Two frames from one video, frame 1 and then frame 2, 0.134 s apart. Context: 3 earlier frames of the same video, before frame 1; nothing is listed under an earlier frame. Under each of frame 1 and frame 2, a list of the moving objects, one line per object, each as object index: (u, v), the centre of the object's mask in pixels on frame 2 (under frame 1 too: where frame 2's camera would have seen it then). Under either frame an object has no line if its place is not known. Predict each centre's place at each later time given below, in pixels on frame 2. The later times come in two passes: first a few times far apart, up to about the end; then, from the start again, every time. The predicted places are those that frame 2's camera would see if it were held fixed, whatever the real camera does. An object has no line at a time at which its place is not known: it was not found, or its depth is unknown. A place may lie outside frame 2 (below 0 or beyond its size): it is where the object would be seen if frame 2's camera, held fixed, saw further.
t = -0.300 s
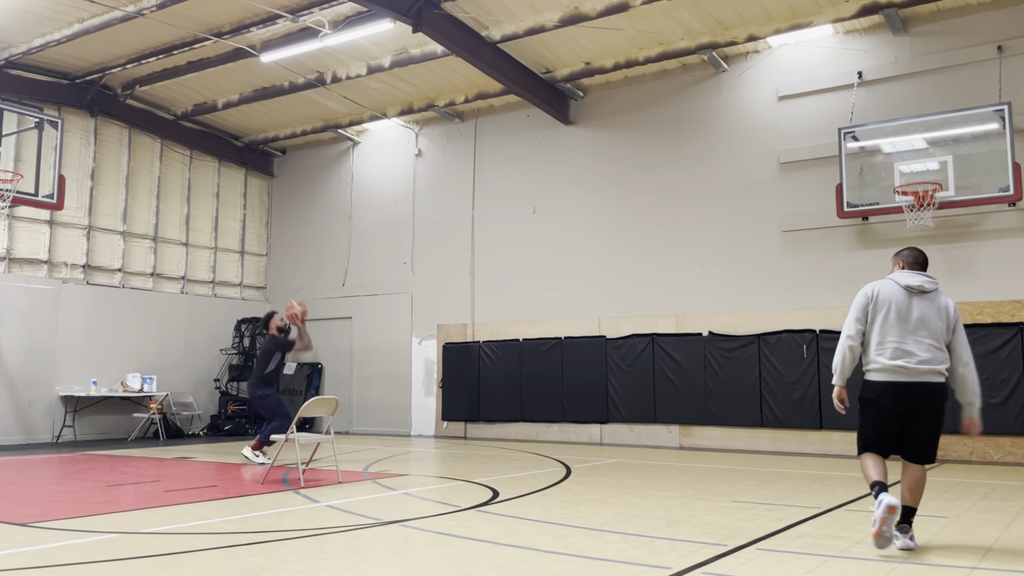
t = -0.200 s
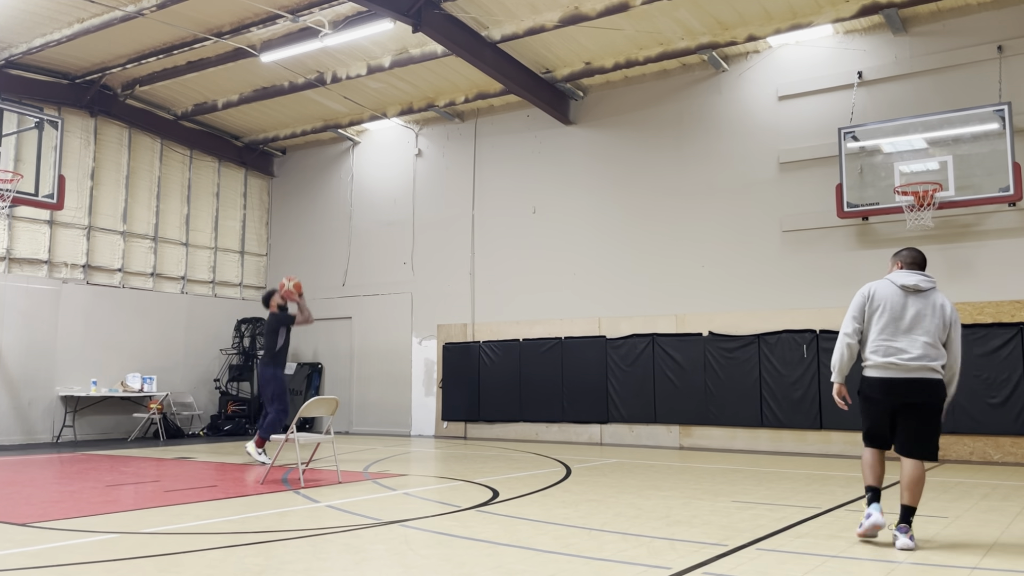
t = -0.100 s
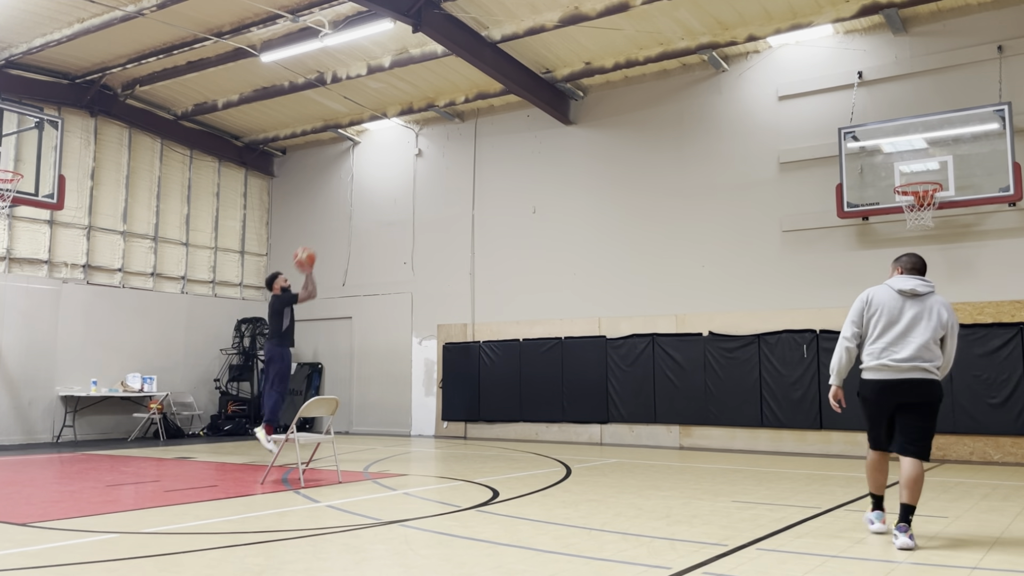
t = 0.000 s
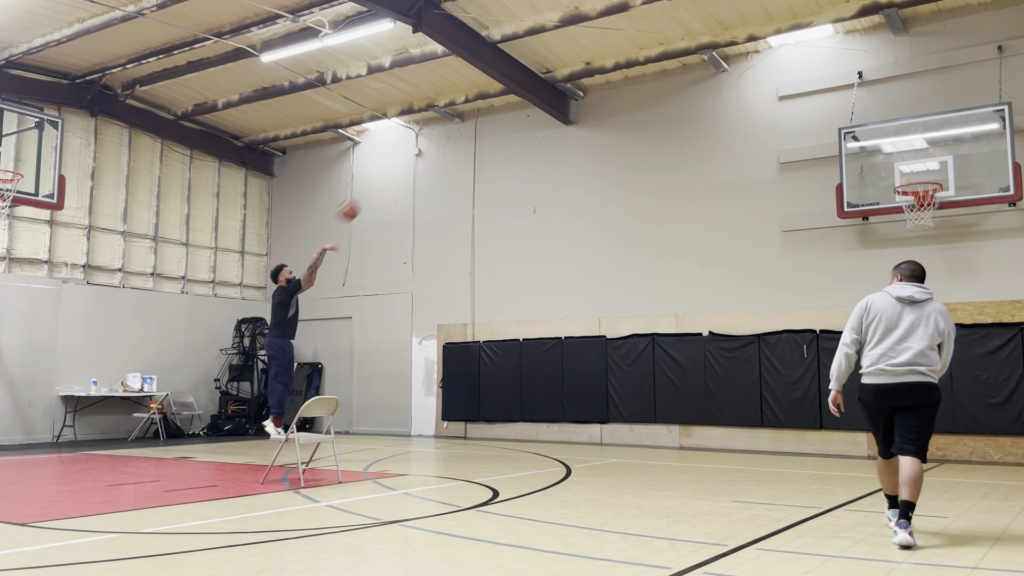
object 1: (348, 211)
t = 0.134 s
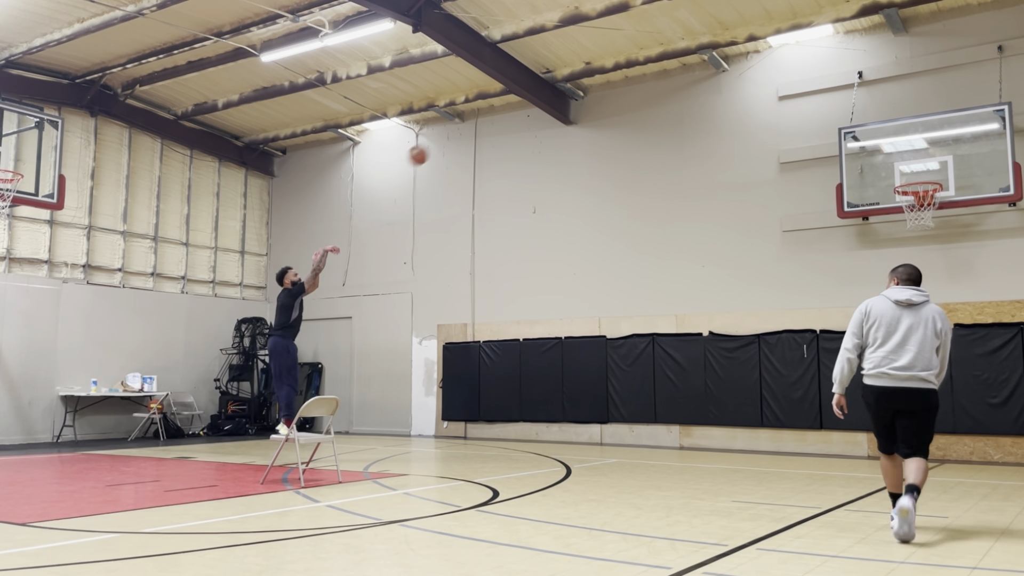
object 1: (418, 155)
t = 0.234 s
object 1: (468, 124)
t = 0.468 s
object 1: (584, 82)
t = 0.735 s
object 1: (716, 88)
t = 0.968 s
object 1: (831, 142)
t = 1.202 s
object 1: (830, 183)
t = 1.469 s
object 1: (697, 226)
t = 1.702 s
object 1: (584, 312)
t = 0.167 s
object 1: (435, 143)
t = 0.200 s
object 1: (452, 133)
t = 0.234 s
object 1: (468, 124)
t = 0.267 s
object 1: (485, 115)
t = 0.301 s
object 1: (502, 108)
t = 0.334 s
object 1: (519, 100)
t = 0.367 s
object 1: (535, 94)
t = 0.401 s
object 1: (551, 90)
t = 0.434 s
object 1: (567, 86)
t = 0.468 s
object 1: (584, 82)
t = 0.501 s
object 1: (600, 80)
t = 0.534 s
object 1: (618, 79)
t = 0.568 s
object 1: (633, 79)
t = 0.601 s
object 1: (650, 79)
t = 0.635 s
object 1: (667, 80)
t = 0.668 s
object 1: (683, 82)
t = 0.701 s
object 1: (700, 85)
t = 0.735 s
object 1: (716, 88)
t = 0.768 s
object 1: (732, 93)
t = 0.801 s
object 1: (749, 99)
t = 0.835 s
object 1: (765, 106)
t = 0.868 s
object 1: (782, 113)
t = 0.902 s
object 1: (799, 122)
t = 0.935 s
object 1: (816, 131)
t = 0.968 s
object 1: (831, 142)
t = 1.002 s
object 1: (850, 154)
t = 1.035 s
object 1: (866, 165)
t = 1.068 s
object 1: (883, 178)
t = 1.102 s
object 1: (882, 183)
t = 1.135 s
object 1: (865, 182)
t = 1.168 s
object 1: (848, 182)
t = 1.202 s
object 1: (830, 183)
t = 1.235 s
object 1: (814, 185)
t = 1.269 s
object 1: (797, 188)
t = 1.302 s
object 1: (780, 192)
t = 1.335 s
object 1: (764, 197)
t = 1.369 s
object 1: (747, 203)
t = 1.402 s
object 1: (730, 209)
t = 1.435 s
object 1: (714, 217)
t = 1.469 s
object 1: (697, 226)
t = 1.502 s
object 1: (680, 235)
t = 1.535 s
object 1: (664, 245)
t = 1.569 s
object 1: (648, 257)
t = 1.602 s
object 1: (632, 269)
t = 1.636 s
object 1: (616, 282)
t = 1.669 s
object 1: (600, 297)
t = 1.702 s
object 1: (584, 312)
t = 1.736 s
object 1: (568, 330)
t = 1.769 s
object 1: (551, 348)
